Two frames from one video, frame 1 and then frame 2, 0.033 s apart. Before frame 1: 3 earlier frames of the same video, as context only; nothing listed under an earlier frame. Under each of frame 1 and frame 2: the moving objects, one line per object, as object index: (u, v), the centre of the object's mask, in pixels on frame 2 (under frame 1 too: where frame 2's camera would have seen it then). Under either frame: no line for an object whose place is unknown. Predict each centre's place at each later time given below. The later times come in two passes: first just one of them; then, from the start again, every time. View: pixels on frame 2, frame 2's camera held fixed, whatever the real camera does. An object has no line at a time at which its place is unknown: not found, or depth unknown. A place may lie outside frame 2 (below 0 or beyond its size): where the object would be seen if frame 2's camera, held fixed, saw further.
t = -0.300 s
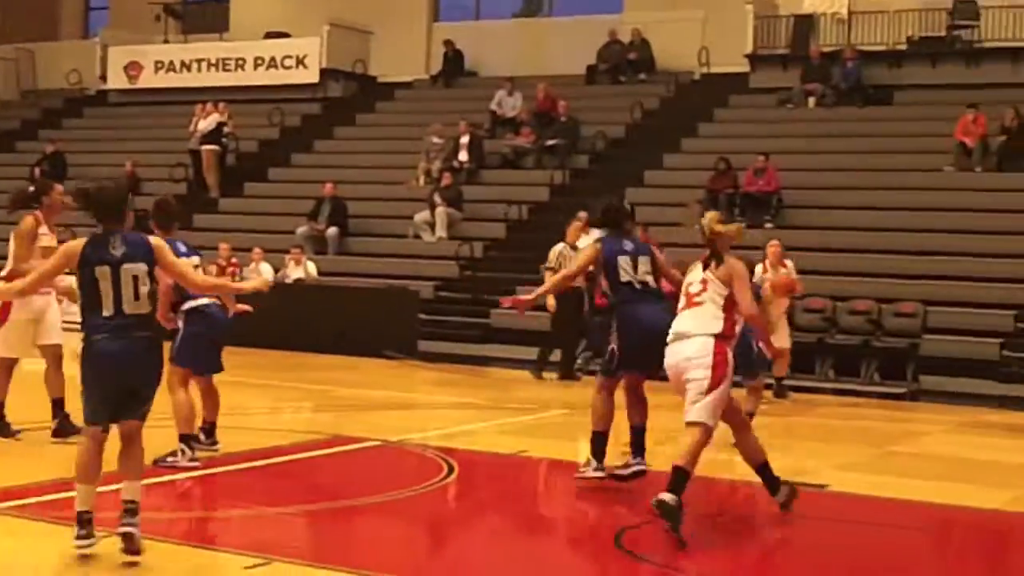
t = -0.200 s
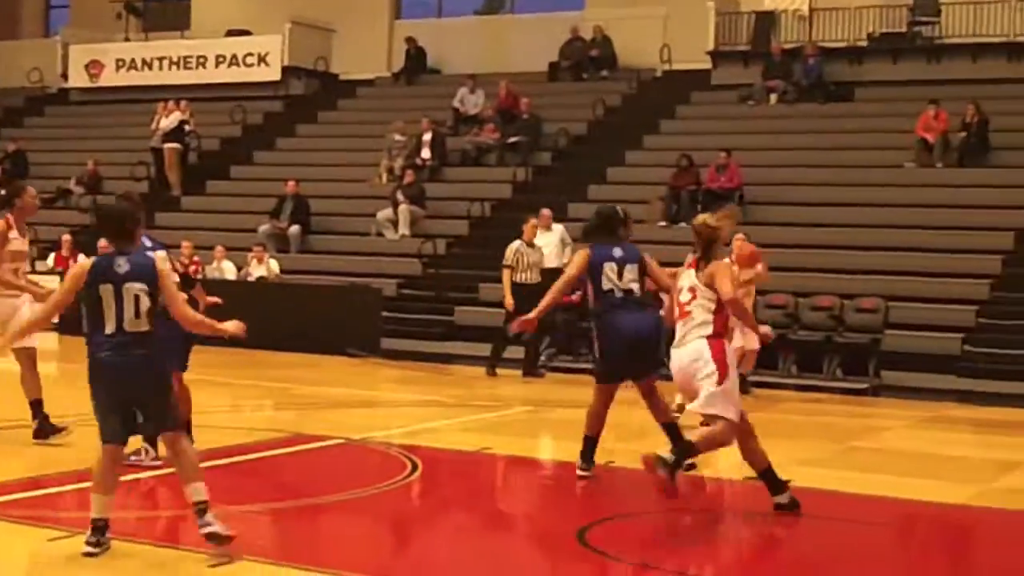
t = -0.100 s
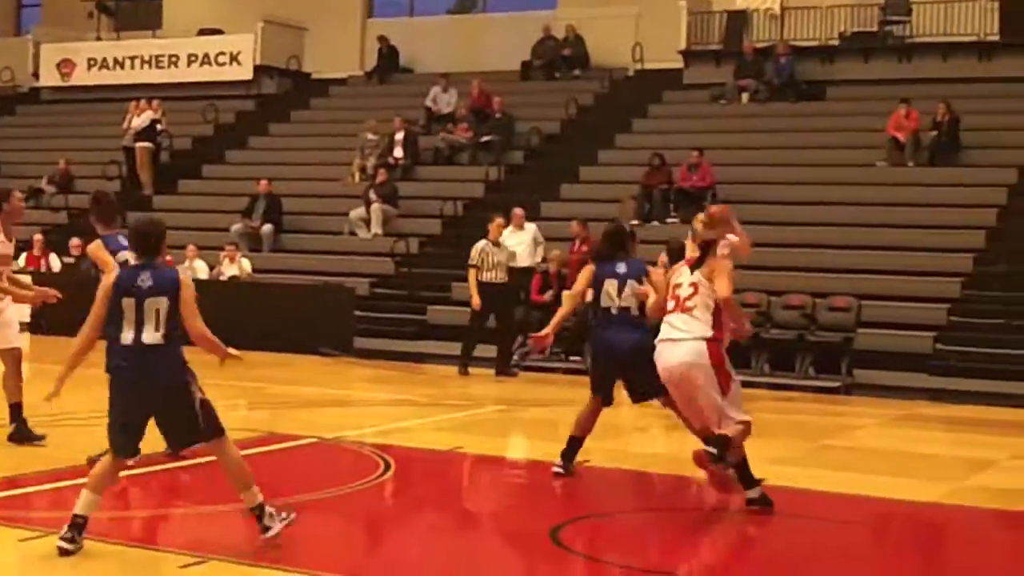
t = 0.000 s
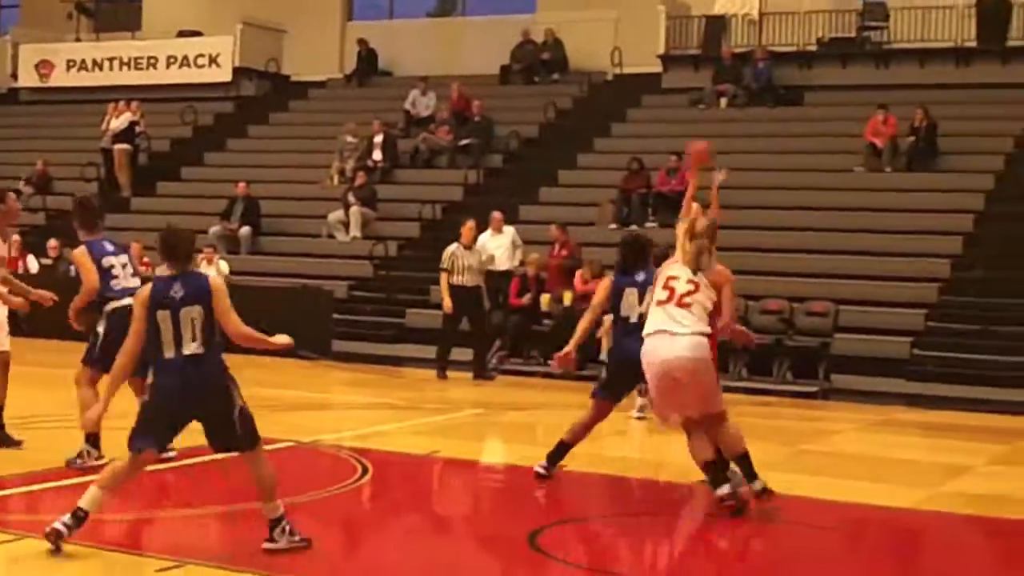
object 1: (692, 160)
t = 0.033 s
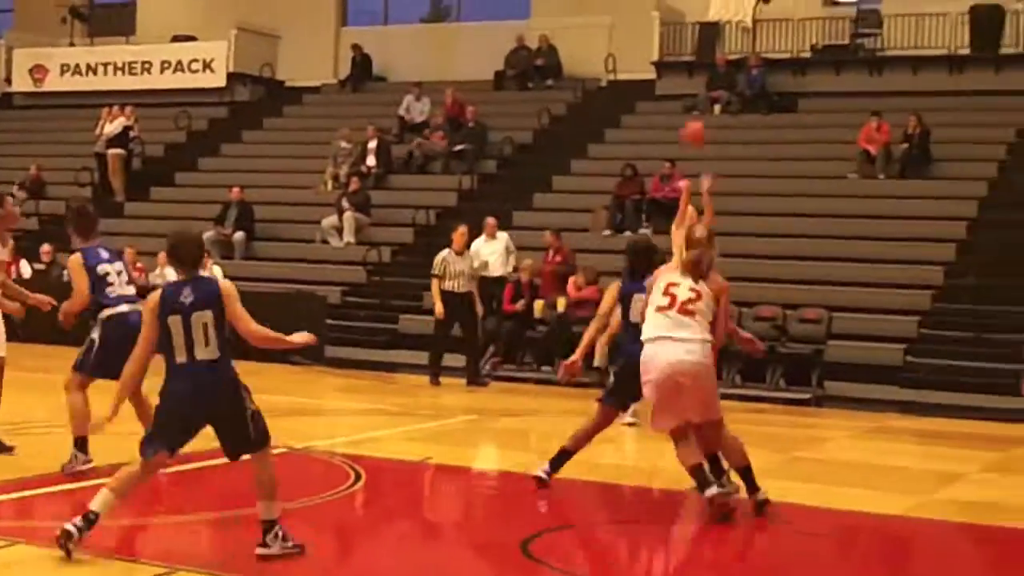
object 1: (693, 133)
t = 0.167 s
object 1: (702, 36)
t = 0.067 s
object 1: (697, 108)
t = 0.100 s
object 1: (698, 83)
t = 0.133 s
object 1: (700, 58)
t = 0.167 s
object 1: (702, 36)
